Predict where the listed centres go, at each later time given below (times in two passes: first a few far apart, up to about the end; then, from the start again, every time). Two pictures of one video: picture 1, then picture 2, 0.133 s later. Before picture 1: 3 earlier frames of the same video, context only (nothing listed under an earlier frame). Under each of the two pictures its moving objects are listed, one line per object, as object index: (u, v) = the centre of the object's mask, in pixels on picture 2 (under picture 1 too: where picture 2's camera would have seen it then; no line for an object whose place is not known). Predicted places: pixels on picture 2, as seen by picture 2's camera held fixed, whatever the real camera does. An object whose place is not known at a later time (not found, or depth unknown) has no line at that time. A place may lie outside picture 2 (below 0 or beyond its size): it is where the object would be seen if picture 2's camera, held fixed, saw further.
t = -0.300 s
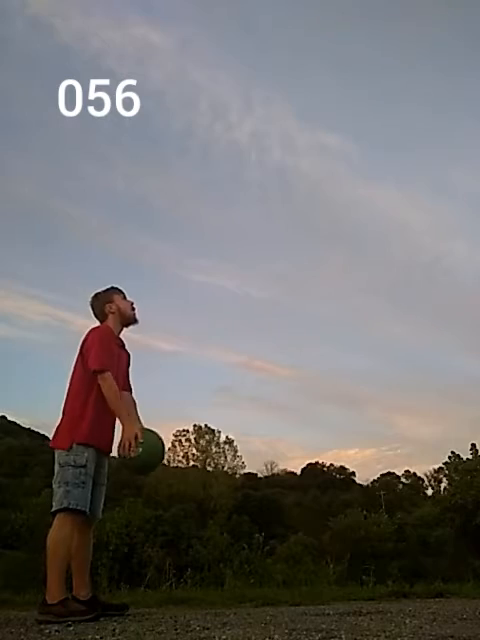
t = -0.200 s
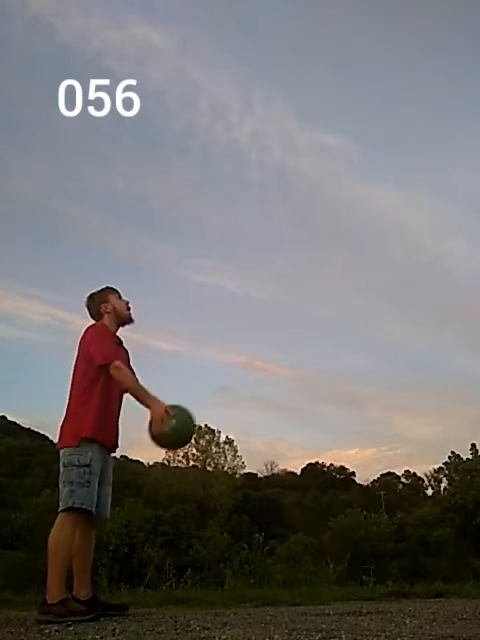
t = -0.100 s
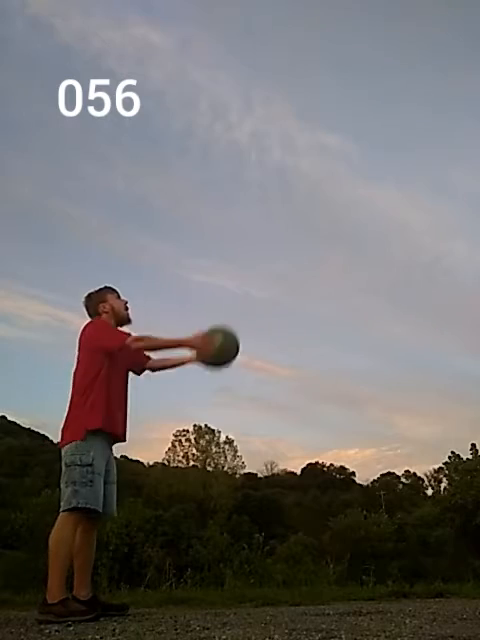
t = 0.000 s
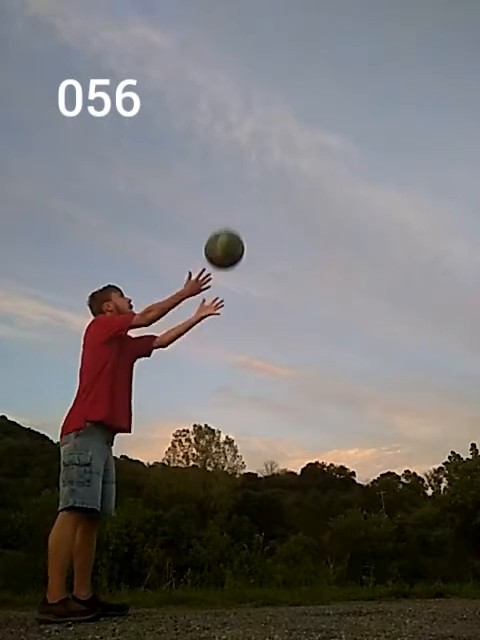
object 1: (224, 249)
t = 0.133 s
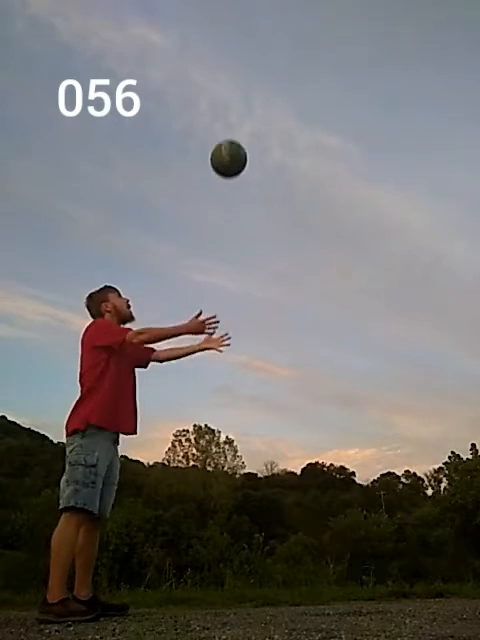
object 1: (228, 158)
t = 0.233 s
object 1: (232, 113)
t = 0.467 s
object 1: (242, 60)
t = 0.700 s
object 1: (256, 61)
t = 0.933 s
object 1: (274, 114)
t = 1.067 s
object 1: (288, 172)
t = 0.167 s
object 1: (230, 141)
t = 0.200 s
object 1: (231, 127)
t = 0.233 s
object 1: (232, 113)
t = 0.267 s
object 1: (233, 102)
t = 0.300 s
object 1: (235, 91)
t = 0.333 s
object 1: (236, 83)
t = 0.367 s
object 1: (238, 75)
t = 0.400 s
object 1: (239, 69)
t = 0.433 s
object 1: (241, 64)
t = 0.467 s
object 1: (242, 60)
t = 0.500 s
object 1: (244, 57)
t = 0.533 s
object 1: (246, 55)
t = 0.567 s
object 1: (248, 55)
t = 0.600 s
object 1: (250, 55)
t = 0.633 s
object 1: (252, 56)
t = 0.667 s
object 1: (254, 58)
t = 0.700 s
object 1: (256, 61)
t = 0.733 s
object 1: (258, 66)
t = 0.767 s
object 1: (260, 71)
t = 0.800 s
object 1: (263, 77)
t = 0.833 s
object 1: (265, 85)
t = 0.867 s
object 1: (268, 93)
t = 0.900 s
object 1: (271, 103)
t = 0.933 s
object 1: (274, 114)
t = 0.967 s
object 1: (277, 126)
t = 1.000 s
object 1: (280, 140)
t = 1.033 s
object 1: (284, 155)
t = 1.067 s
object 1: (288, 172)
